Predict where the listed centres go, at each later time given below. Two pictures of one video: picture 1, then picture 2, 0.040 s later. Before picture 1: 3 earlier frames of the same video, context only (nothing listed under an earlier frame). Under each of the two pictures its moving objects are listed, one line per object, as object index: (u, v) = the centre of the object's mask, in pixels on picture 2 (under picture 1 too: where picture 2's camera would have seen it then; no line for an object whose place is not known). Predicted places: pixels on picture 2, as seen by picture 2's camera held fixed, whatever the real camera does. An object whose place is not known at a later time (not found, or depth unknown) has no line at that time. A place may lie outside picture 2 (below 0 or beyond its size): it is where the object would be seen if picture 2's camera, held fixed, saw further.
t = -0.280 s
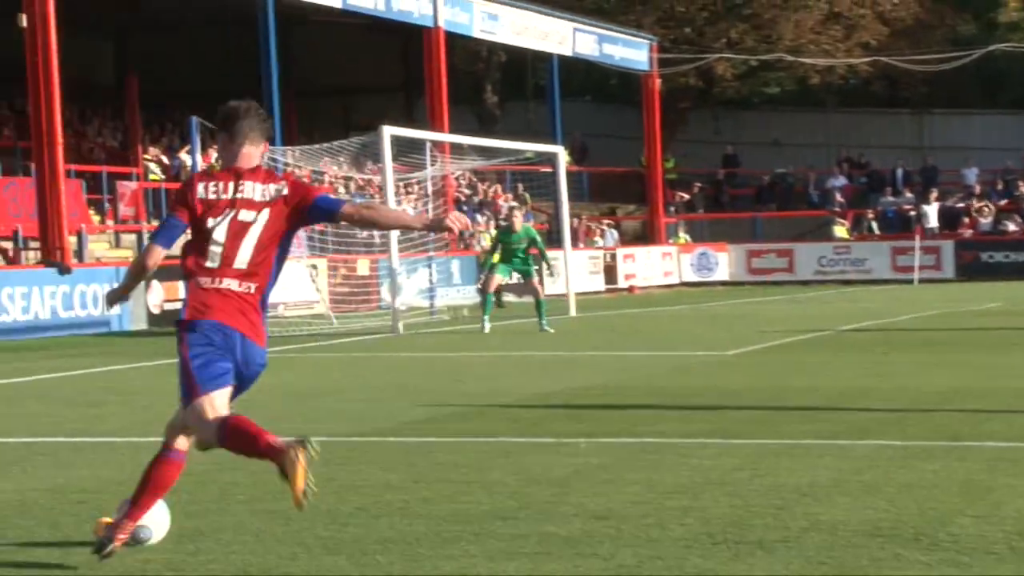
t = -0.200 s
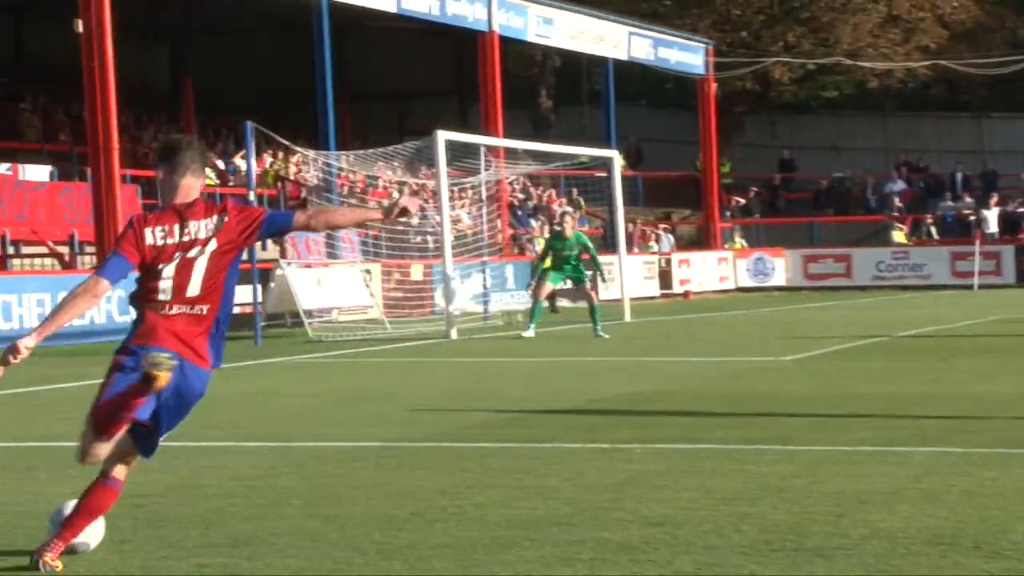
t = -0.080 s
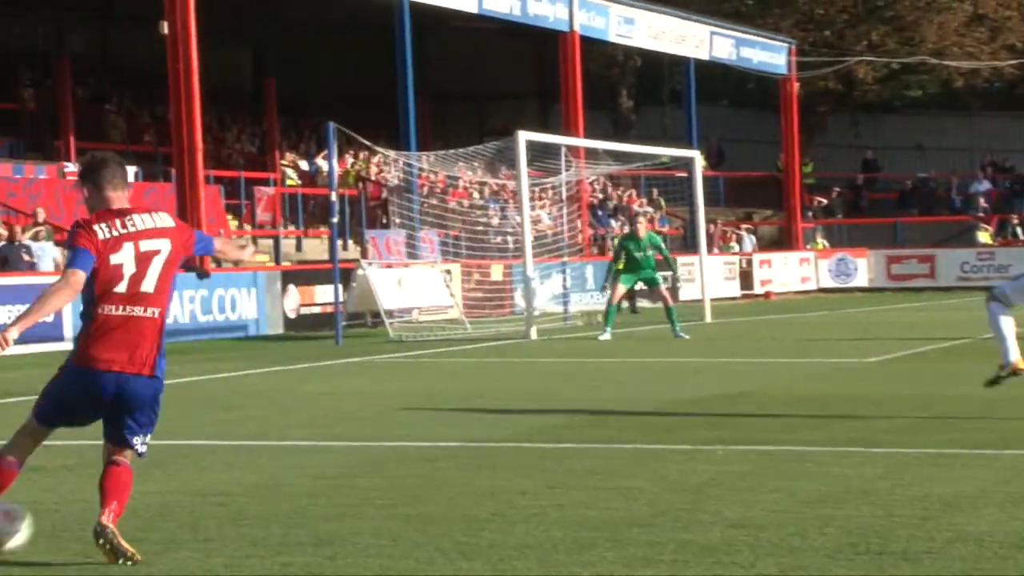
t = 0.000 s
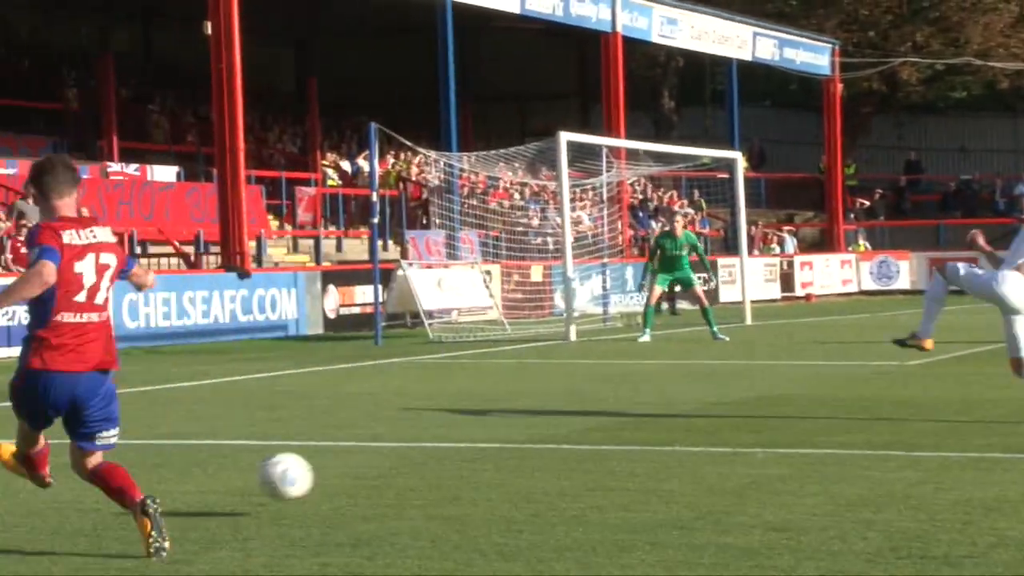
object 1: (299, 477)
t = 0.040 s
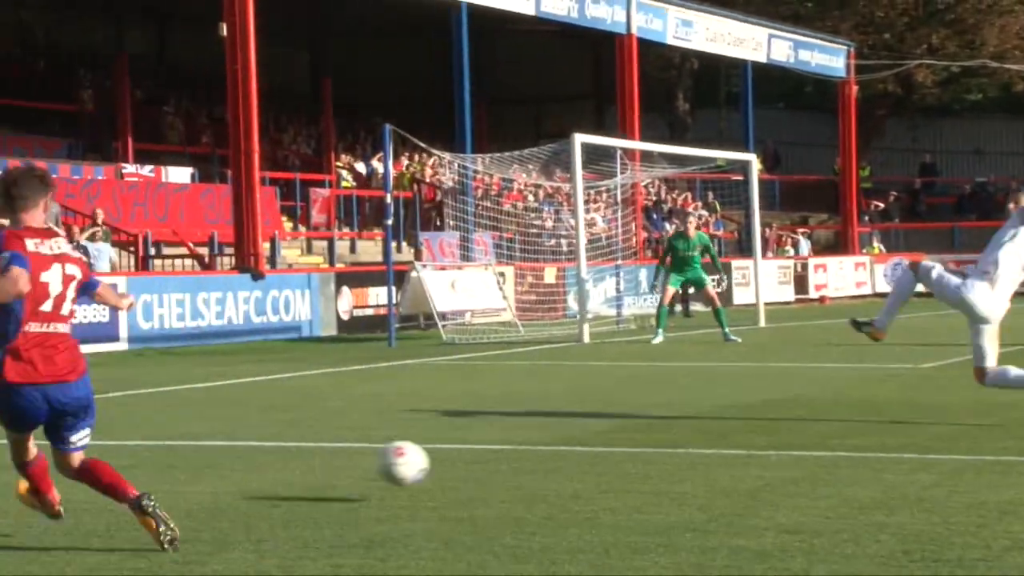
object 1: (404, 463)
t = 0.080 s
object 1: (498, 455)
